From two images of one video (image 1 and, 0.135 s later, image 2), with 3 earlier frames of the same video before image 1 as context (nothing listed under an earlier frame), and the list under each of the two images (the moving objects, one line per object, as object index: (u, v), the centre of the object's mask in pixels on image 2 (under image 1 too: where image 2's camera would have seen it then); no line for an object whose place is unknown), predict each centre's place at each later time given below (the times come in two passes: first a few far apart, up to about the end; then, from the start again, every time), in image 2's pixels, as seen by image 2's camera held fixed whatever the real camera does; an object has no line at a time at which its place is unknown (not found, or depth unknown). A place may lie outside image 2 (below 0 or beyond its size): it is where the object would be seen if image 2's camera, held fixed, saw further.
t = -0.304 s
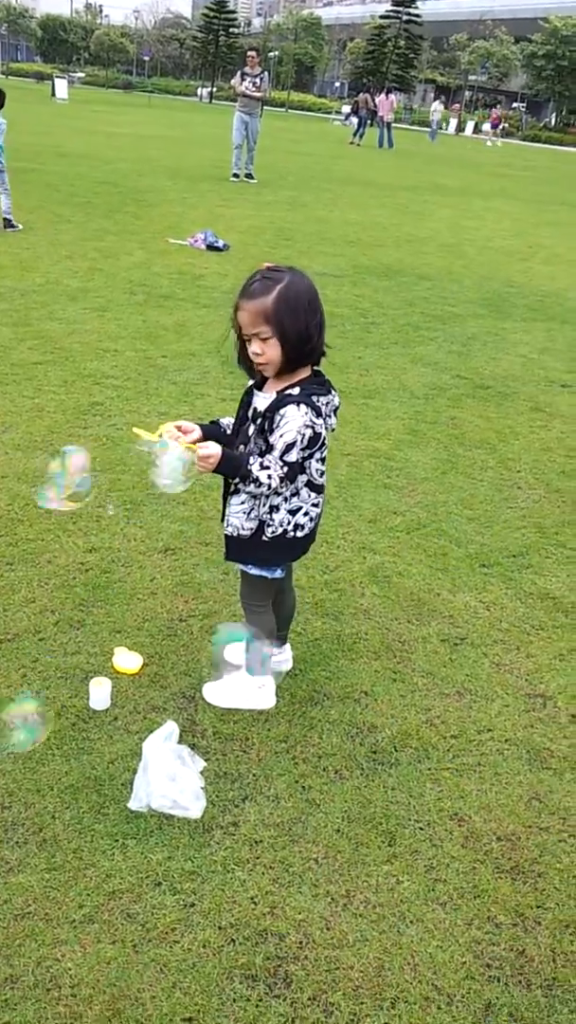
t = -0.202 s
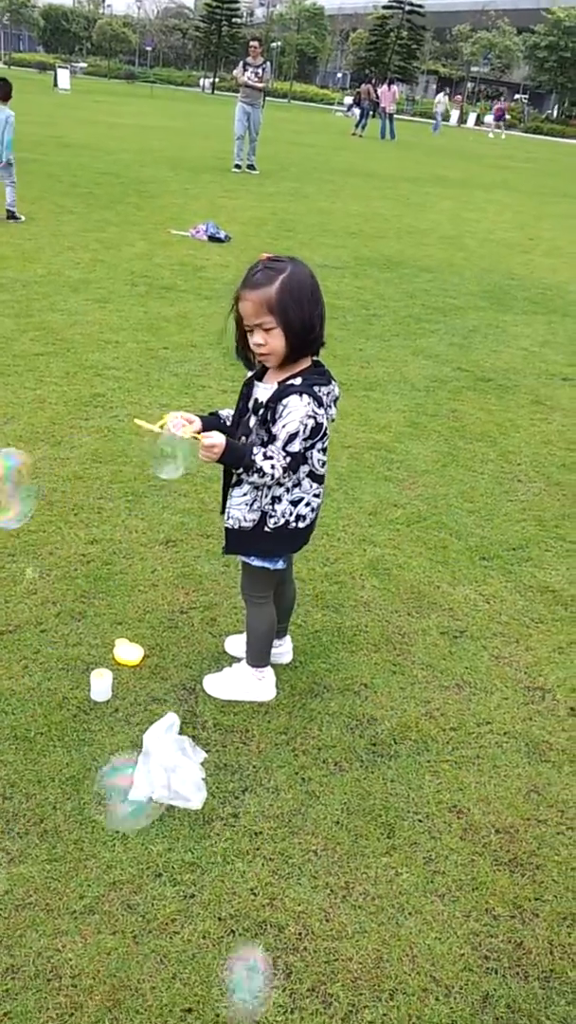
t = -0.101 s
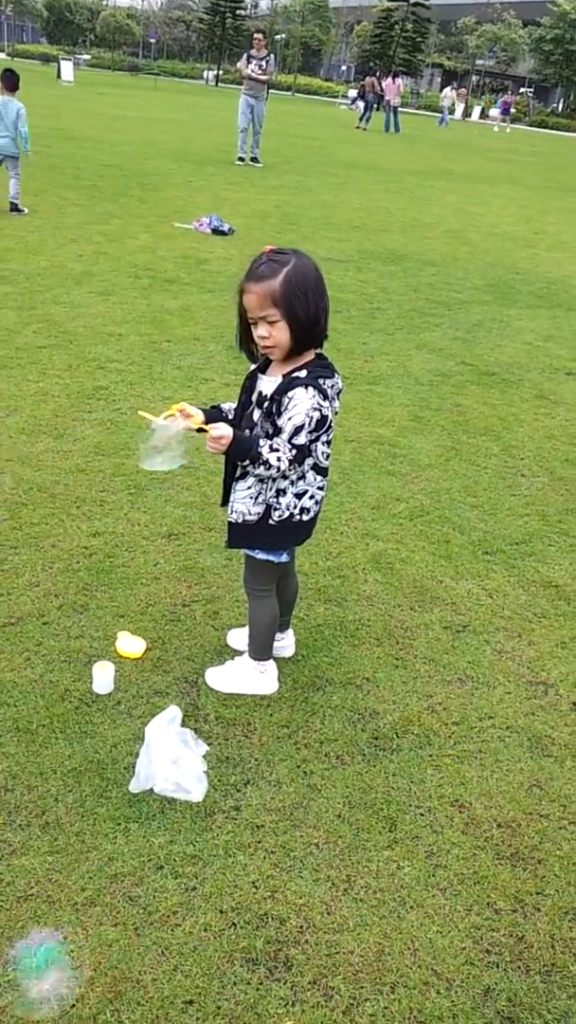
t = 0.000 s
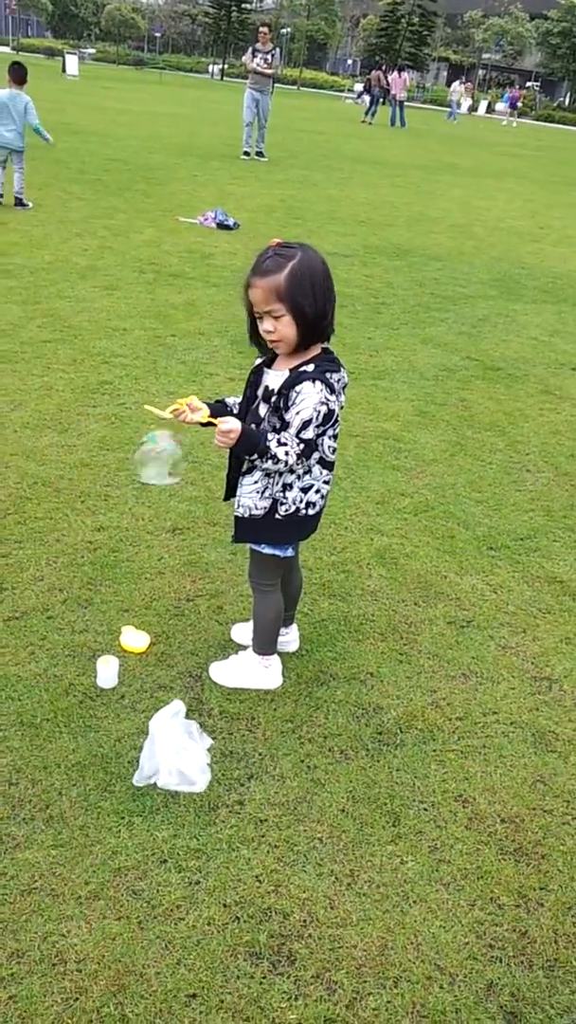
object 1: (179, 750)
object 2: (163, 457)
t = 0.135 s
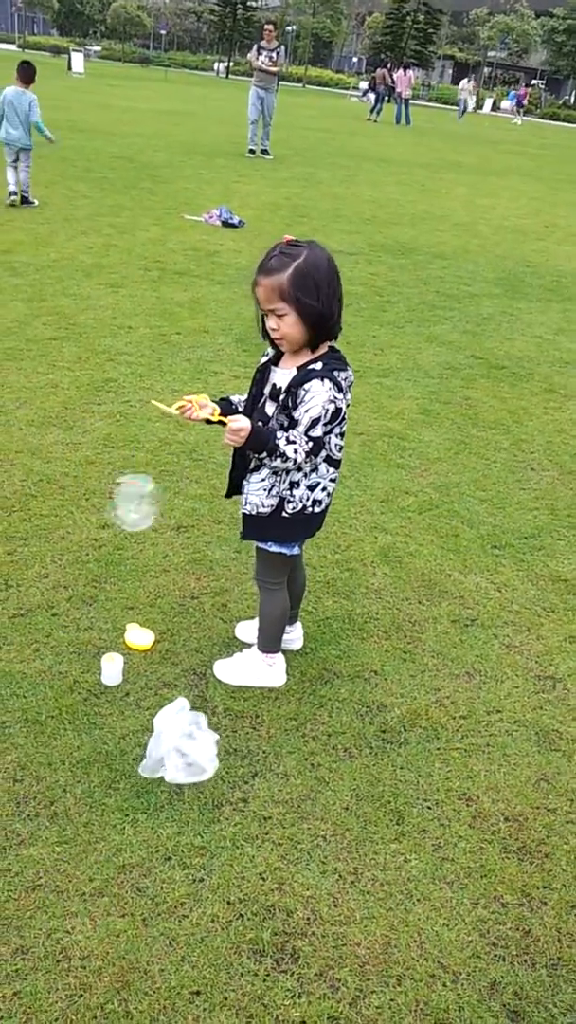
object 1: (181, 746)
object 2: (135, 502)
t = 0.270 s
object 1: (186, 738)
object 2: (113, 546)
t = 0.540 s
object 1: (208, 724)
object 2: (140, 505)
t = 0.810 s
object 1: (207, 728)
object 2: (120, 370)
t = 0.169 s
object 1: (182, 744)
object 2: (127, 517)
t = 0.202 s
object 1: (183, 742)
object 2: (119, 530)
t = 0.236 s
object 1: (184, 741)
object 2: (115, 538)
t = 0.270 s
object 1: (186, 738)
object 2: (113, 546)
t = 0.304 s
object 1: (189, 736)
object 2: (111, 550)
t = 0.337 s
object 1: (192, 734)
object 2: (115, 549)
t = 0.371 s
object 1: (195, 732)
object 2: (115, 548)
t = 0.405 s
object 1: (198, 729)
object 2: (120, 544)
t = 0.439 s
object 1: (202, 726)
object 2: (126, 536)
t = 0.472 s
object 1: (205, 725)
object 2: (131, 527)
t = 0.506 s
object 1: (207, 724)
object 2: (135, 518)
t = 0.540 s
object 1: (208, 724)
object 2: (140, 505)
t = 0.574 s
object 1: (209, 724)
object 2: (143, 492)
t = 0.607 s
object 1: (209, 724)
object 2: (144, 474)
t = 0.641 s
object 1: (210, 724)
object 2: (144, 458)
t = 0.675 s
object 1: (209, 724)
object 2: (142, 440)
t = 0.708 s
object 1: (209, 725)
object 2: (139, 423)
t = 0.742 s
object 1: (208, 726)
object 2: (133, 407)
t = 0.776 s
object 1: (208, 726)
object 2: (125, 388)
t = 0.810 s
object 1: (207, 728)
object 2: (120, 370)
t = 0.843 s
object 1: (206, 729)
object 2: (112, 352)
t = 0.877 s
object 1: (205, 730)
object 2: (101, 332)
